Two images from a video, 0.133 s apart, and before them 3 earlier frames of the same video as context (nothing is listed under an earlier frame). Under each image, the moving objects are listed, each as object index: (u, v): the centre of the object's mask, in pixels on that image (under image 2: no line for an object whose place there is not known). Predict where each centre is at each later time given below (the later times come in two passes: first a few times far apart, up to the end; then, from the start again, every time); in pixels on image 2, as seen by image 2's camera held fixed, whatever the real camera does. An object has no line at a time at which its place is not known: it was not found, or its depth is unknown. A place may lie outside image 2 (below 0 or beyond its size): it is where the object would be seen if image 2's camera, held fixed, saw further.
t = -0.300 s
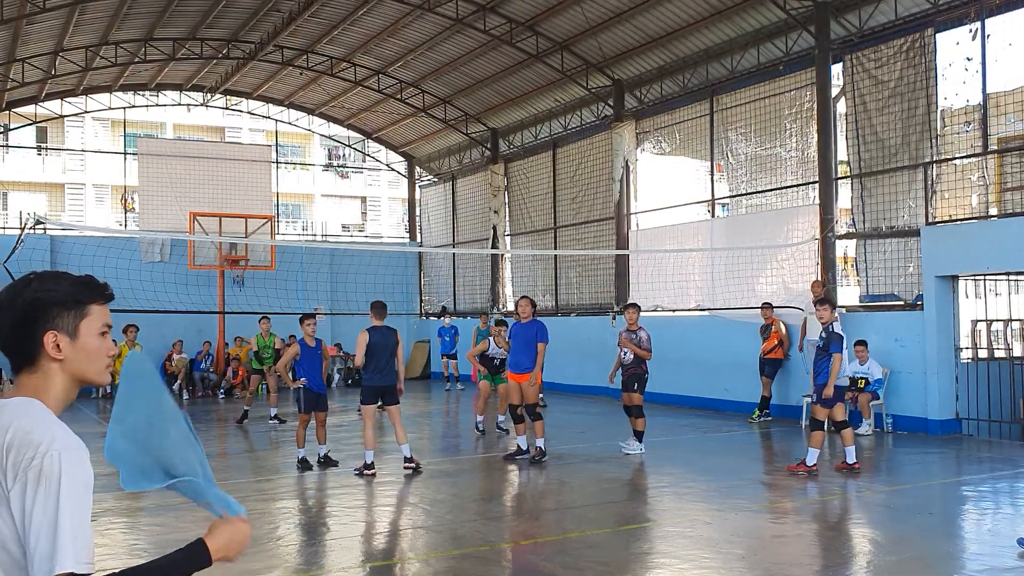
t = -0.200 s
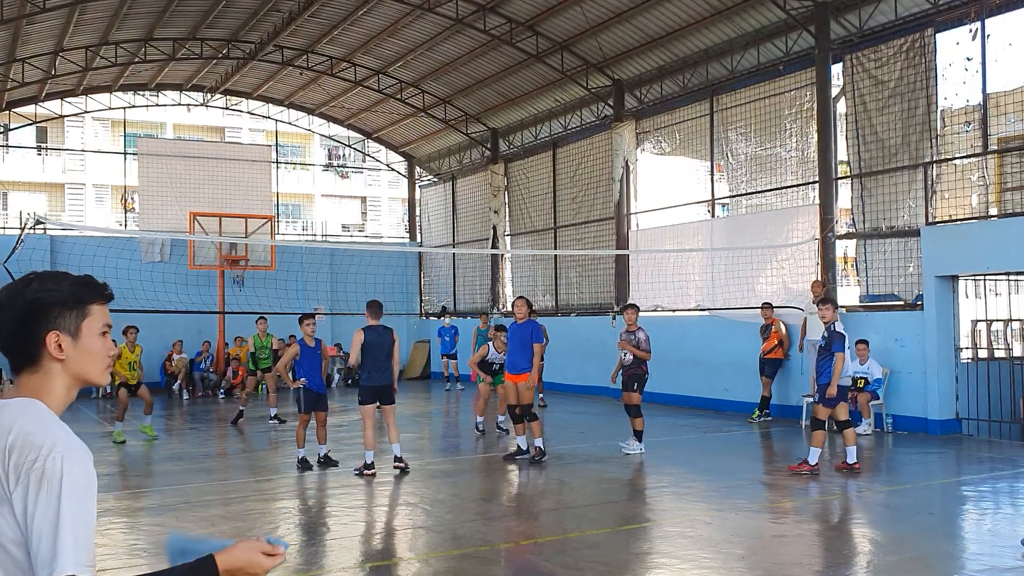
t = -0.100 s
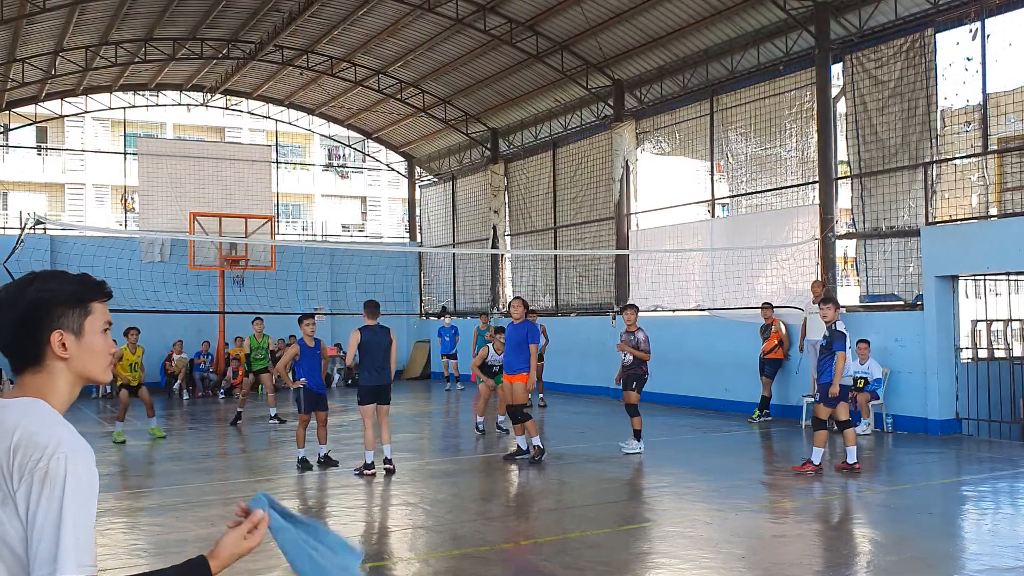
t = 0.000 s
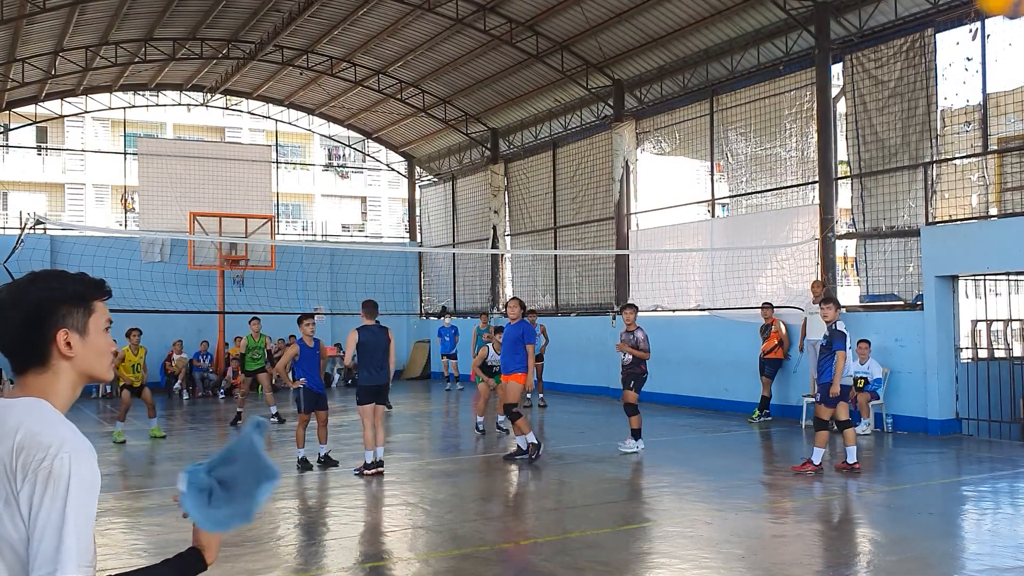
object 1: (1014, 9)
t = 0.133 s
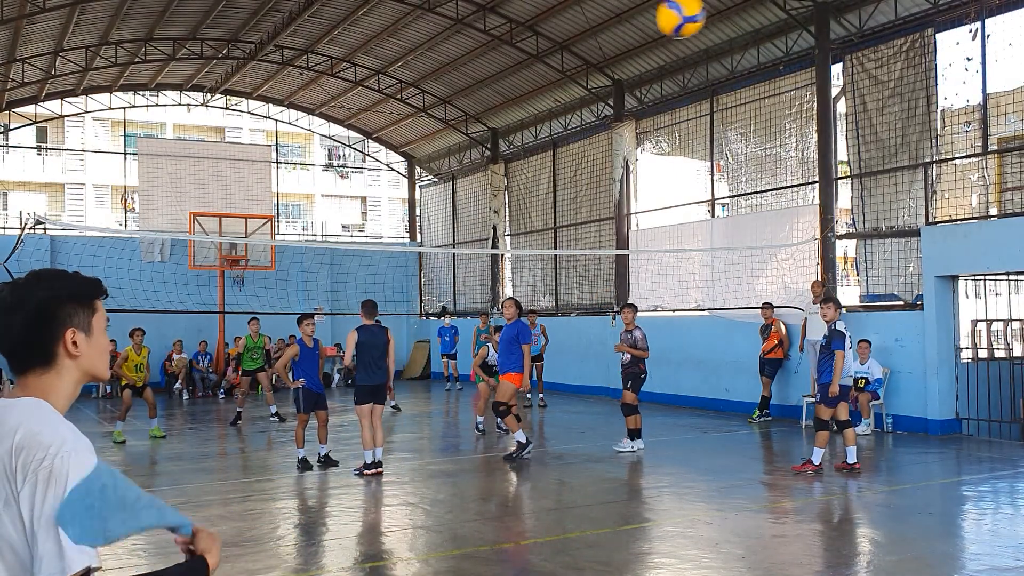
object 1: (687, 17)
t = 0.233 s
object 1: (559, 47)
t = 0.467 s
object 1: (409, 137)
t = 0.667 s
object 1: (349, 218)
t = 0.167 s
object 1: (637, 24)
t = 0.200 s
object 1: (595, 36)
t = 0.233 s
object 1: (559, 47)
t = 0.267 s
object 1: (529, 60)
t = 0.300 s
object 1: (502, 72)
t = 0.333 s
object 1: (479, 85)
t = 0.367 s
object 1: (458, 98)
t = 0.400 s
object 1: (440, 111)
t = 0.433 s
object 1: (423, 124)
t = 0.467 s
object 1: (409, 137)
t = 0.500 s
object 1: (396, 151)
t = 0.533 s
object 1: (385, 164)
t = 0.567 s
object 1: (374, 178)
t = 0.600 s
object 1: (365, 191)
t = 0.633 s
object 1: (357, 204)
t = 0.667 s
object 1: (349, 218)
